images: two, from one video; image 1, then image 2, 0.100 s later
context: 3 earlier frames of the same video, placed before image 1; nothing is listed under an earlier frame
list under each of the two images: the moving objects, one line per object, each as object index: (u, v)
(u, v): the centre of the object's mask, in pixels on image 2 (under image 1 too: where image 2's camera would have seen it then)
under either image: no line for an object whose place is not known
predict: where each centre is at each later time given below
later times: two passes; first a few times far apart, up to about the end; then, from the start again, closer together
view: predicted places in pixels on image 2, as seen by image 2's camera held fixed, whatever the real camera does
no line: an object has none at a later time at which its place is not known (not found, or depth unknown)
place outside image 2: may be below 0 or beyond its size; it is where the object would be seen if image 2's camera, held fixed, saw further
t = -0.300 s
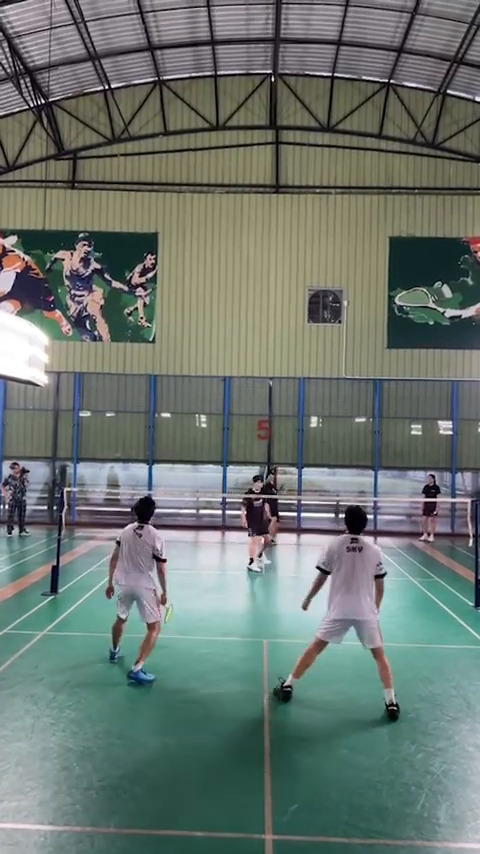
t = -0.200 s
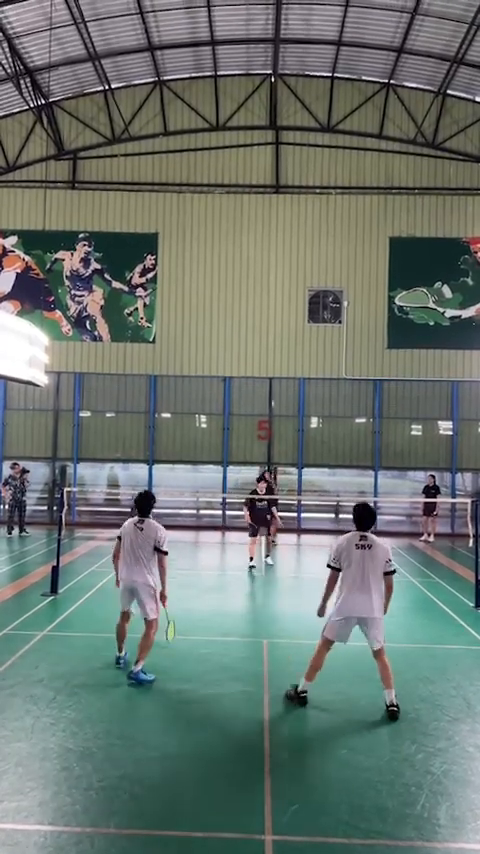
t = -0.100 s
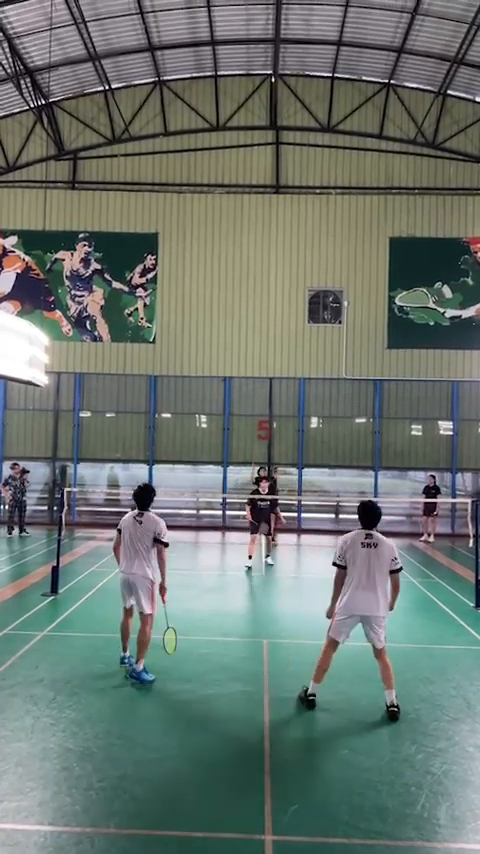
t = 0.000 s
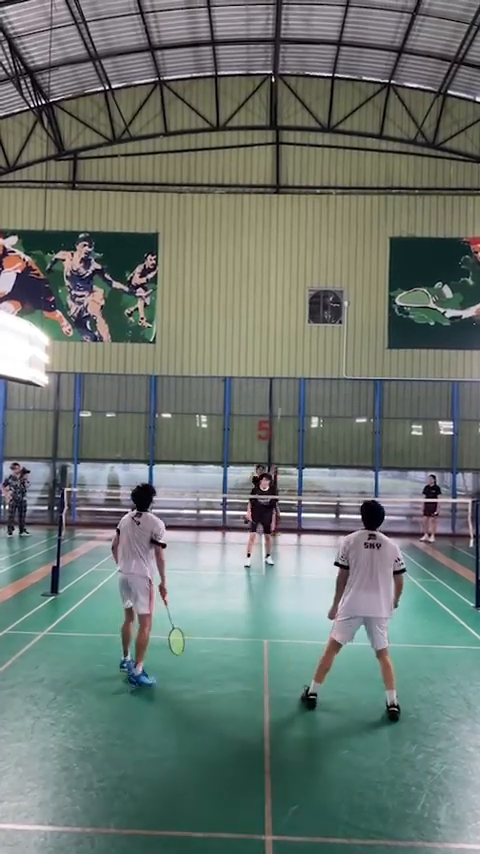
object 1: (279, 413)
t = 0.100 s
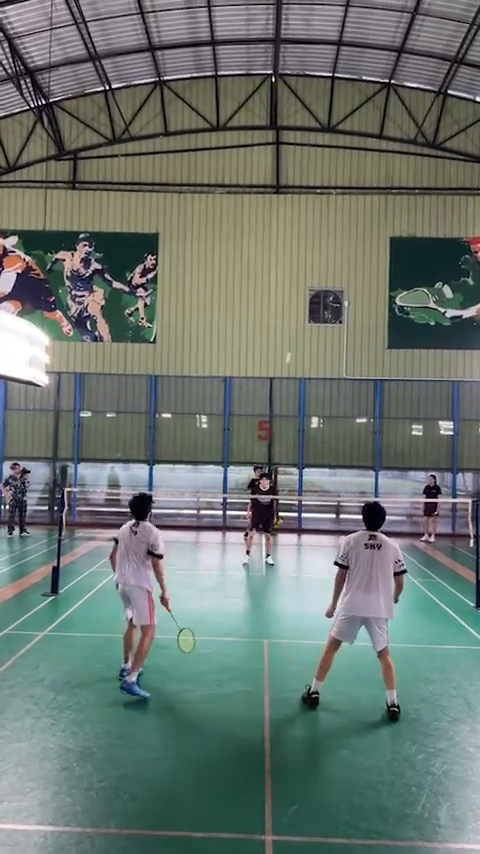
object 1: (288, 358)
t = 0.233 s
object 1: (297, 304)
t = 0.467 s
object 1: (313, 243)
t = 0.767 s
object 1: (331, 227)
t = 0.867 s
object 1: (336, 239)
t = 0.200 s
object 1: (295, 315)
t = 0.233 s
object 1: (297, 304)
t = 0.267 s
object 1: (300, 292)
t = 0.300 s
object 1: (303, 282)
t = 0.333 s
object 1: (305, 272)
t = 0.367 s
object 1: (307, 264)
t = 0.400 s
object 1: (309, 255)
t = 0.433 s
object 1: (311, 248)
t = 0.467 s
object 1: (313, 243)
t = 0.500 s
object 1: (315, 238)
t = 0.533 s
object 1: (317, 233)
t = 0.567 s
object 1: (319, 229)
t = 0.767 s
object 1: (331, 227)
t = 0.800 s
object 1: (332, 230)
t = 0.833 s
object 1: (334, 235)
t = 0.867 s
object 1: (336, 239)
